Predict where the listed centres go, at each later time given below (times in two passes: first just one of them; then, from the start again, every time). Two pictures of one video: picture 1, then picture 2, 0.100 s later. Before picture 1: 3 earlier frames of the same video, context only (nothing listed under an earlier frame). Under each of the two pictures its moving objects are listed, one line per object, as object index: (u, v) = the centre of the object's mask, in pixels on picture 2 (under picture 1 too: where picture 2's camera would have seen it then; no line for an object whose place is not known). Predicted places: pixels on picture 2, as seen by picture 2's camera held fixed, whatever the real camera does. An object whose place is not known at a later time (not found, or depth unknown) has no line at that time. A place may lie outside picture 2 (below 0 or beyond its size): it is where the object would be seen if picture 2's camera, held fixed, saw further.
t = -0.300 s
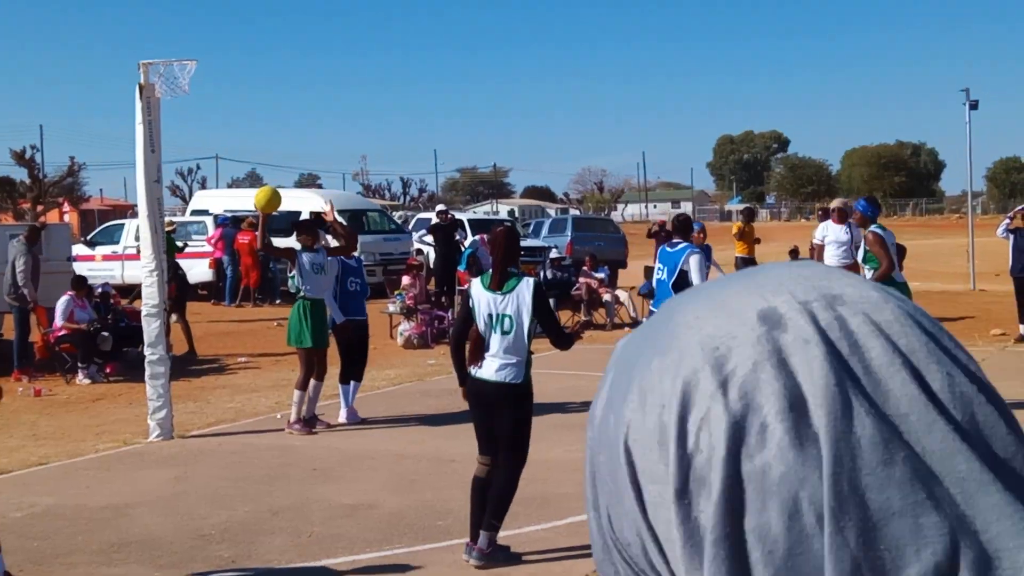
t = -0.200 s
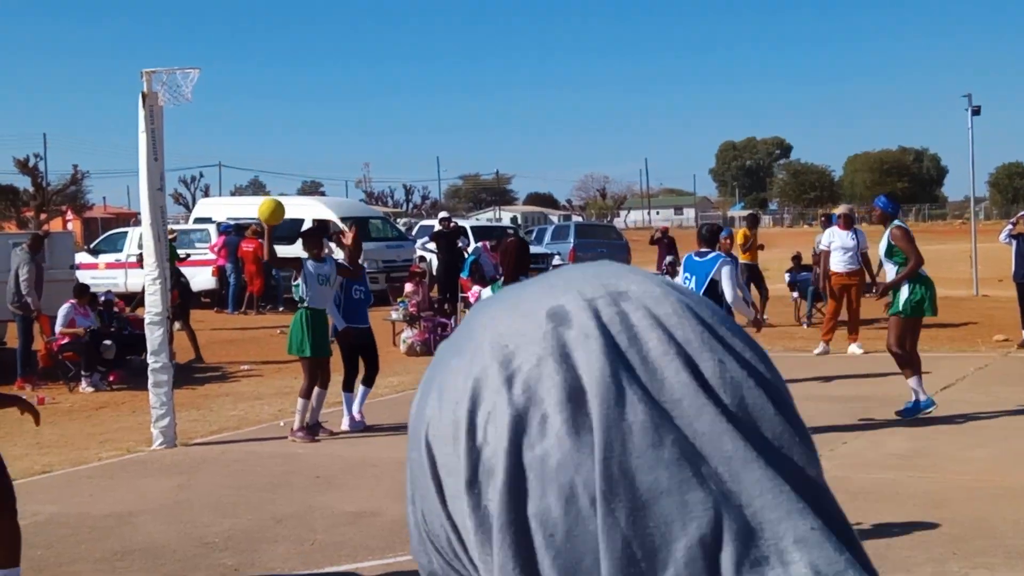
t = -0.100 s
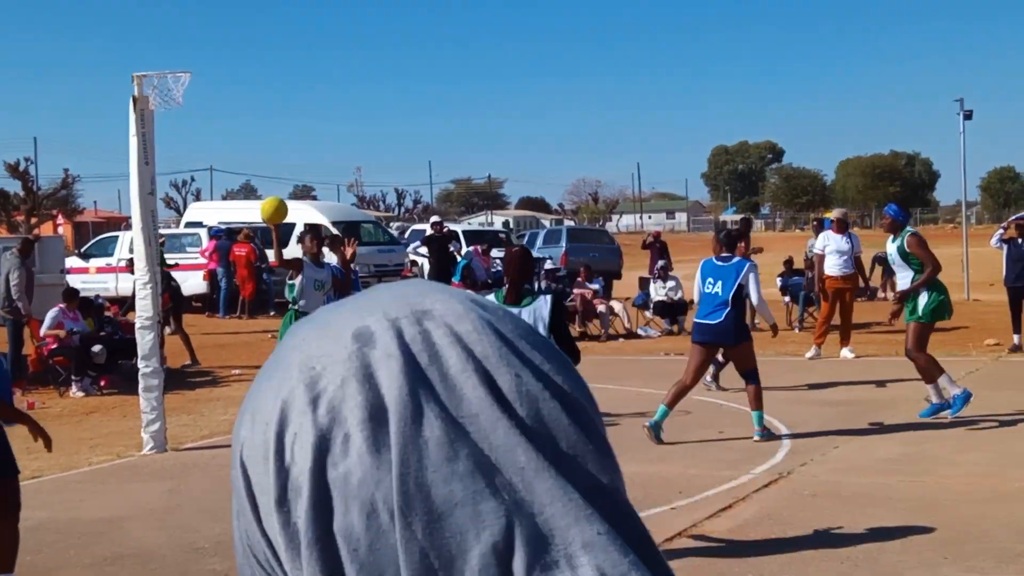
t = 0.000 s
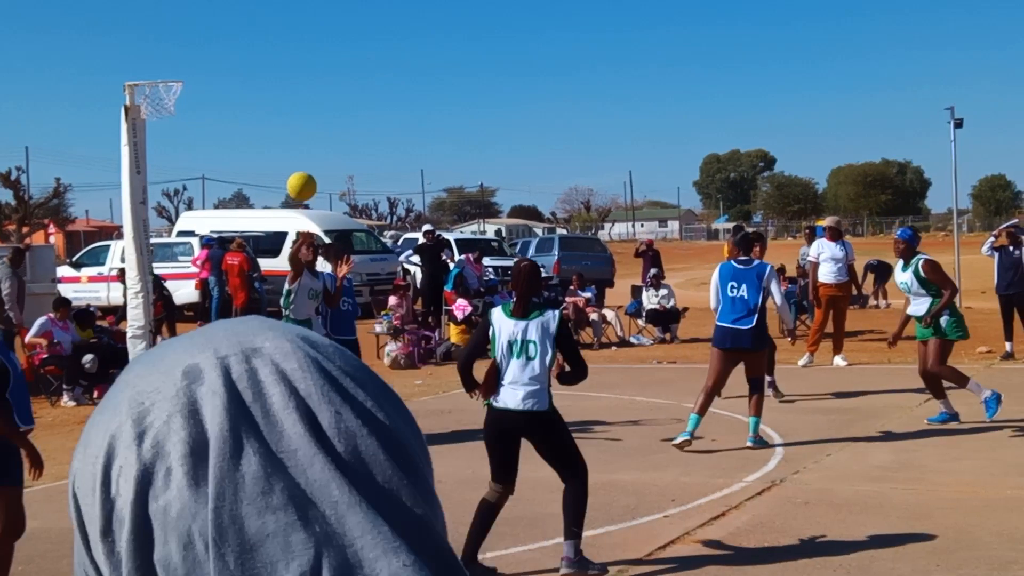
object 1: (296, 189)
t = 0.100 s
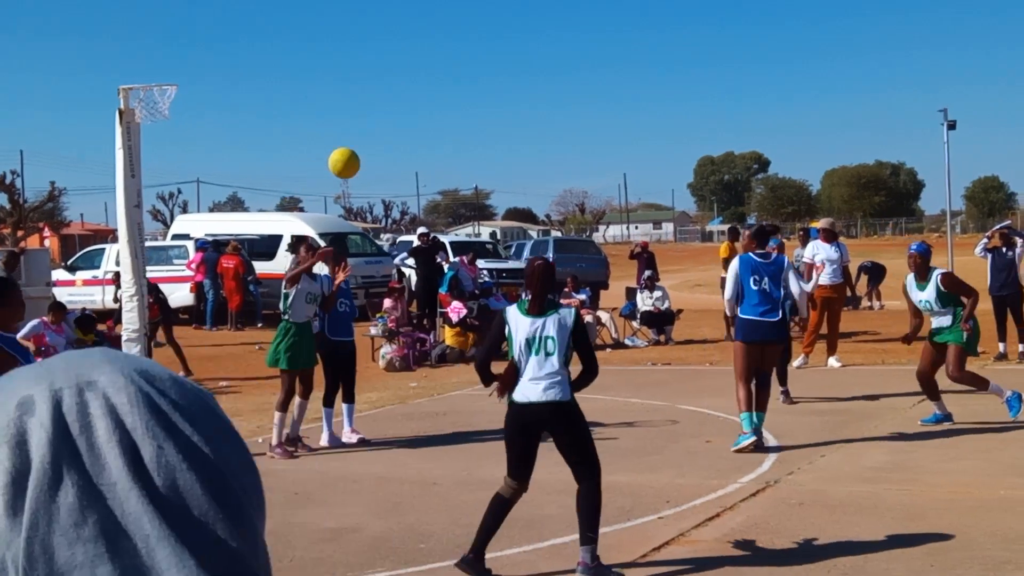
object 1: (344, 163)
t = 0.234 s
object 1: (418, 148)
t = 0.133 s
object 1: (361, 157)
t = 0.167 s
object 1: (379, 153)
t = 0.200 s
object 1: (398, 149)
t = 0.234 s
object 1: (418, 148)
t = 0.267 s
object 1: (439, 148)
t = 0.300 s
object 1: (461, 150)
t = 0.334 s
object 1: (484, 154)
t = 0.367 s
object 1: (509, 160)
